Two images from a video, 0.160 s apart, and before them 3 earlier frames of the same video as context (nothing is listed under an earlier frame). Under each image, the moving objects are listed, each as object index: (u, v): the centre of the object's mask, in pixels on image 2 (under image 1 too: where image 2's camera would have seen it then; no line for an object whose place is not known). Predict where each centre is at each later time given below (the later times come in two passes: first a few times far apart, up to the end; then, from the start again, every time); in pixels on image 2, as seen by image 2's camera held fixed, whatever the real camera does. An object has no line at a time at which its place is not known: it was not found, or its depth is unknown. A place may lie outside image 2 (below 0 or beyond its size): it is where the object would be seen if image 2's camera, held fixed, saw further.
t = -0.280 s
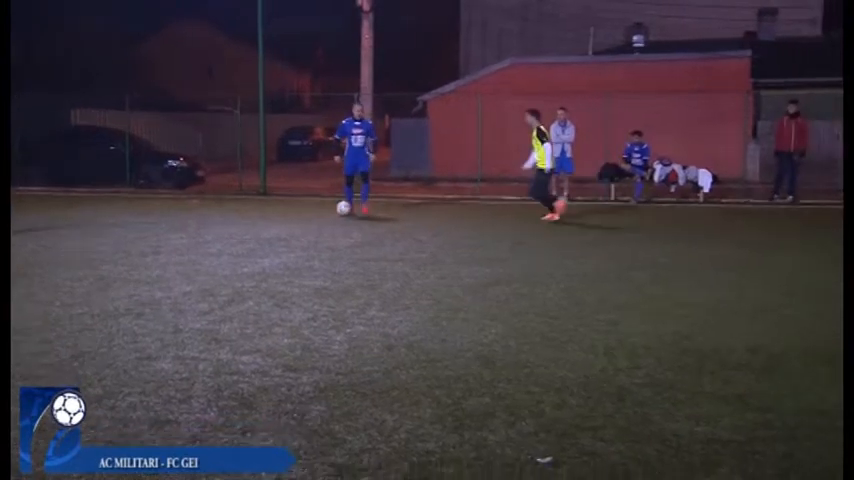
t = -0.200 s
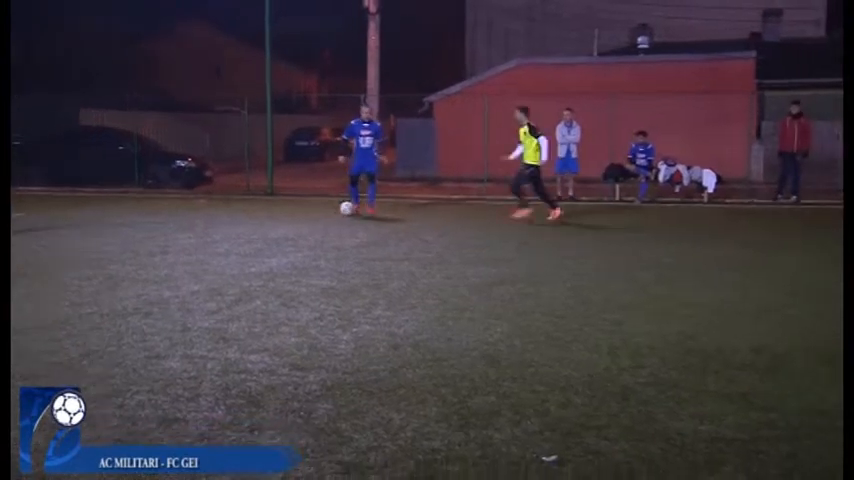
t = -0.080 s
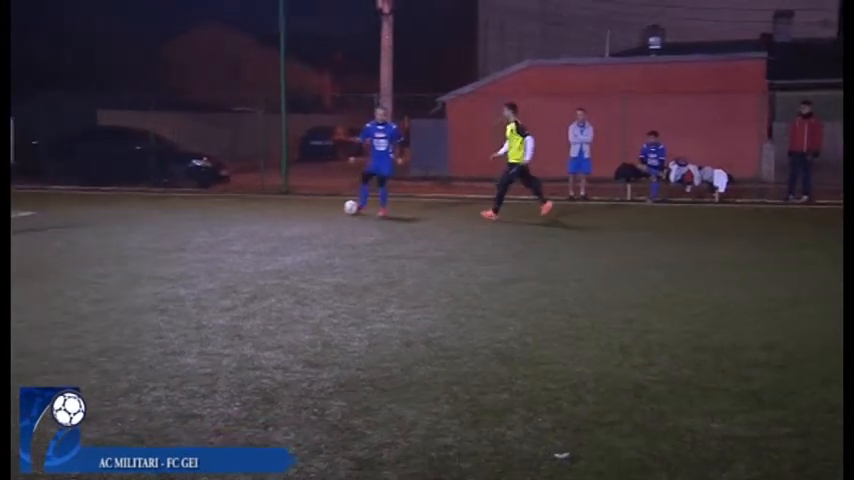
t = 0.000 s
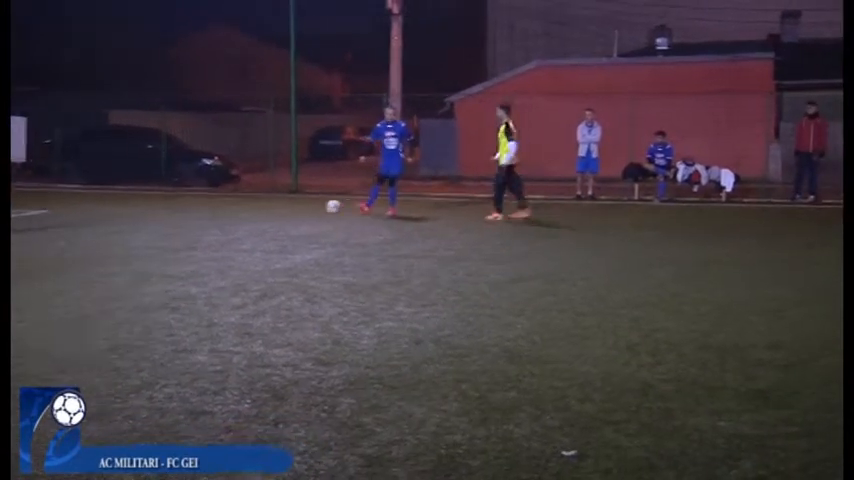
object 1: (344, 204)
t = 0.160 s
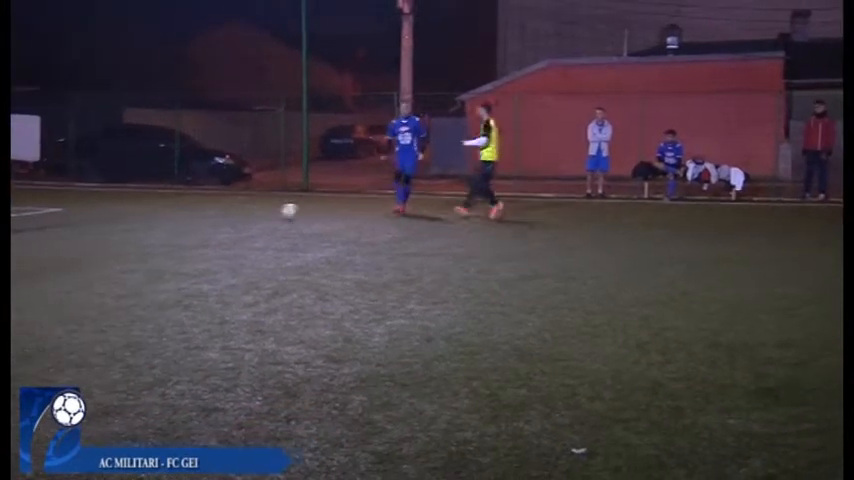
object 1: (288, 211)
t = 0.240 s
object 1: (262, 213)
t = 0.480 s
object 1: (178, 223)
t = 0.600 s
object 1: (138, 224)
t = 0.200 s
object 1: (276, 211)
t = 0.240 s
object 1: (262, 213)
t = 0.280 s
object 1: (249, 215)
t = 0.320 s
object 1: (234, 217)
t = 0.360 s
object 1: (220, 218)
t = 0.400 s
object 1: (205, 217)
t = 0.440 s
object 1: (191, 220)
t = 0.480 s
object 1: (178, 223)
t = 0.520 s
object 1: (164, 224)
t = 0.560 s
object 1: (152, 224)
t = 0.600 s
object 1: (138, 224)
